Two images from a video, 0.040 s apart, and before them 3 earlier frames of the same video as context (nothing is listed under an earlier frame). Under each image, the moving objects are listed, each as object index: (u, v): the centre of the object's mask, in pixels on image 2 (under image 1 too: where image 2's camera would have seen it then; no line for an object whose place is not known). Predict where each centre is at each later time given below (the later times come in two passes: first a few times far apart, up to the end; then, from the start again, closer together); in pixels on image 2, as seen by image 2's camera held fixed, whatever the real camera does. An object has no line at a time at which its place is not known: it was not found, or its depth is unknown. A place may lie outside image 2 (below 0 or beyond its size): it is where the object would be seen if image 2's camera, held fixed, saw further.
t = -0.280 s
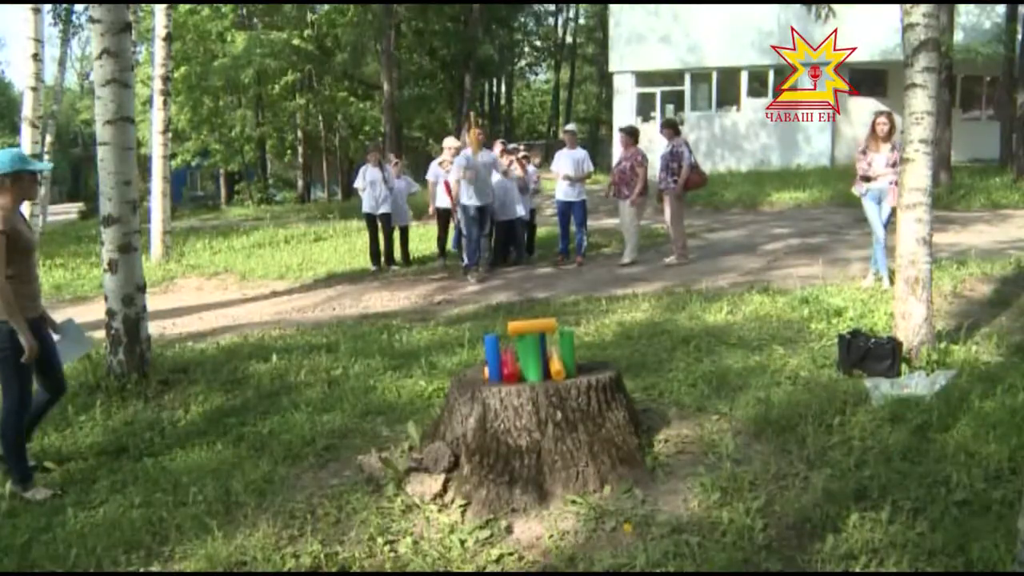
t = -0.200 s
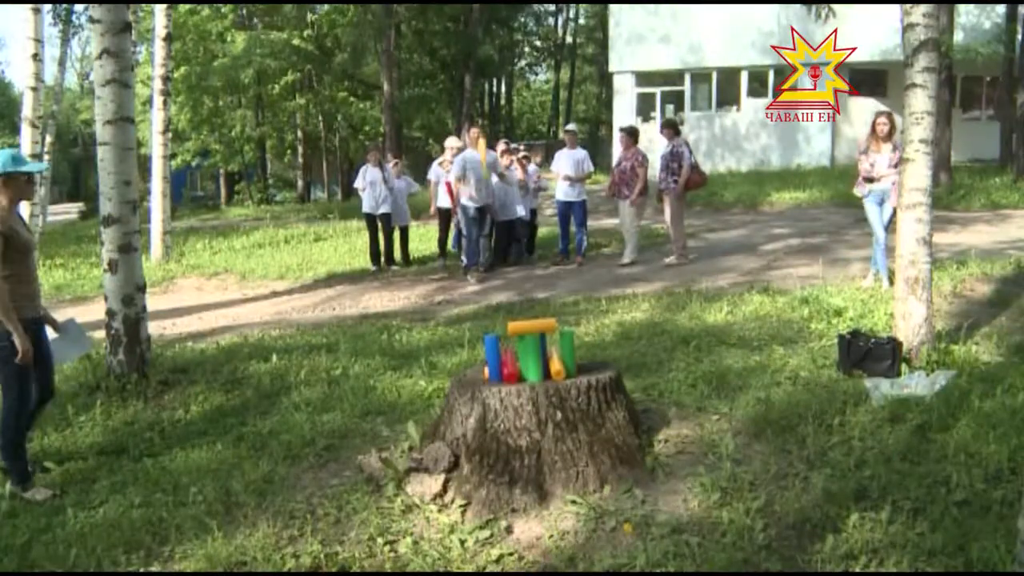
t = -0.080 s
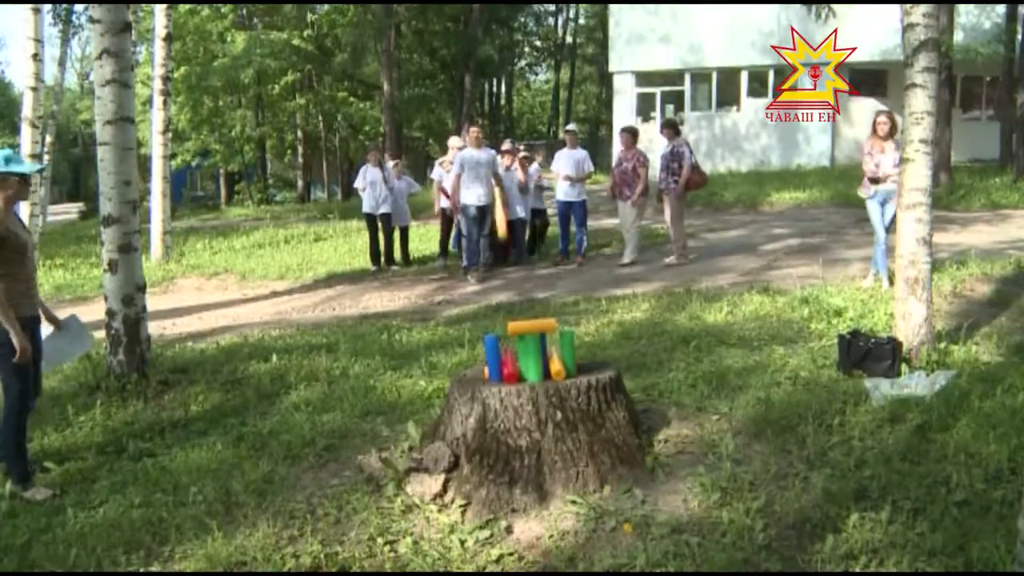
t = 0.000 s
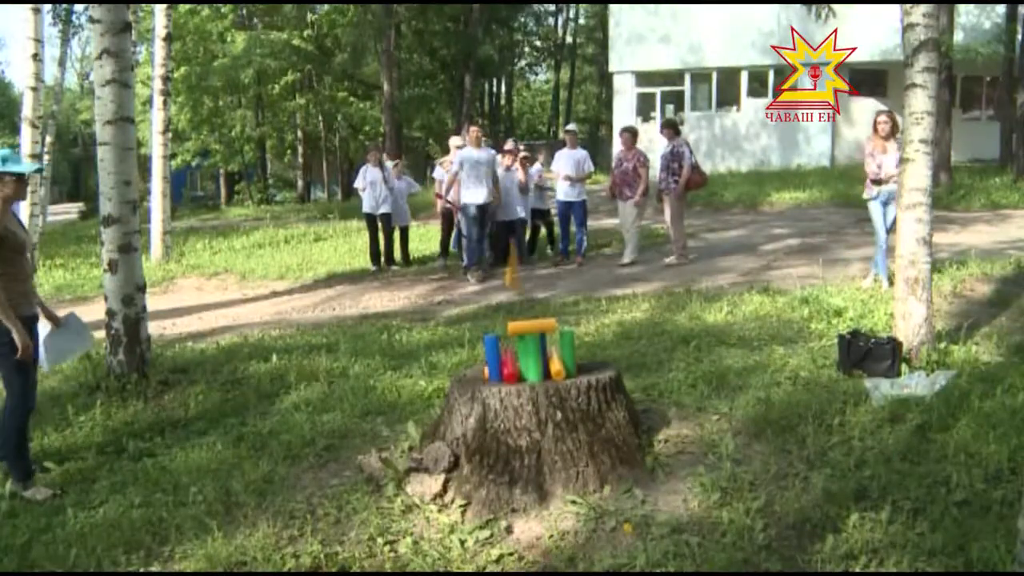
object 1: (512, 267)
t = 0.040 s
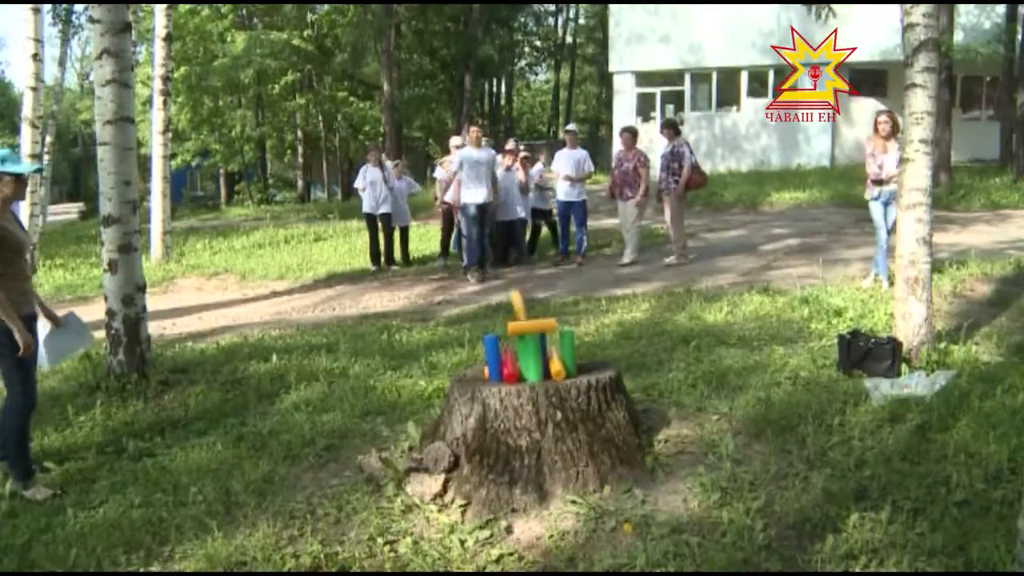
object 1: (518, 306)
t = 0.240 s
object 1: (538, 267)
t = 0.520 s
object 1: (542, 104)
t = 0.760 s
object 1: (553, 165)
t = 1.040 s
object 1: (537, 555)
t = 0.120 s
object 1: (529, 314)
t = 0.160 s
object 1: (534, 313)
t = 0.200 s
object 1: (537, 296)
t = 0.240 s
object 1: (538, 267)
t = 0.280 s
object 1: (542, 252)
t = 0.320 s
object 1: (540, 214)
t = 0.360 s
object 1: (540, 180)
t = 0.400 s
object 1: (541, 160)
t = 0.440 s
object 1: (541, 137)
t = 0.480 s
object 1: (542, 119)
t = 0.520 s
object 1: (542, 104)
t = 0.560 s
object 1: (542, 96)
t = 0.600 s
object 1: (543, 91)
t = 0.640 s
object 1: (545, 95)
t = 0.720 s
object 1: (551, 135)
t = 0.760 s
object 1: (553, 165)
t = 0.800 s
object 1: (554, 200)
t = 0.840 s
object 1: (553, 235)
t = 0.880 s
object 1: (552, 290)
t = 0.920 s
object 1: (549, 343)
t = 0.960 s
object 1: (553, 455)
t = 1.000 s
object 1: (549, 516)
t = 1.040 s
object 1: (537, 555)
